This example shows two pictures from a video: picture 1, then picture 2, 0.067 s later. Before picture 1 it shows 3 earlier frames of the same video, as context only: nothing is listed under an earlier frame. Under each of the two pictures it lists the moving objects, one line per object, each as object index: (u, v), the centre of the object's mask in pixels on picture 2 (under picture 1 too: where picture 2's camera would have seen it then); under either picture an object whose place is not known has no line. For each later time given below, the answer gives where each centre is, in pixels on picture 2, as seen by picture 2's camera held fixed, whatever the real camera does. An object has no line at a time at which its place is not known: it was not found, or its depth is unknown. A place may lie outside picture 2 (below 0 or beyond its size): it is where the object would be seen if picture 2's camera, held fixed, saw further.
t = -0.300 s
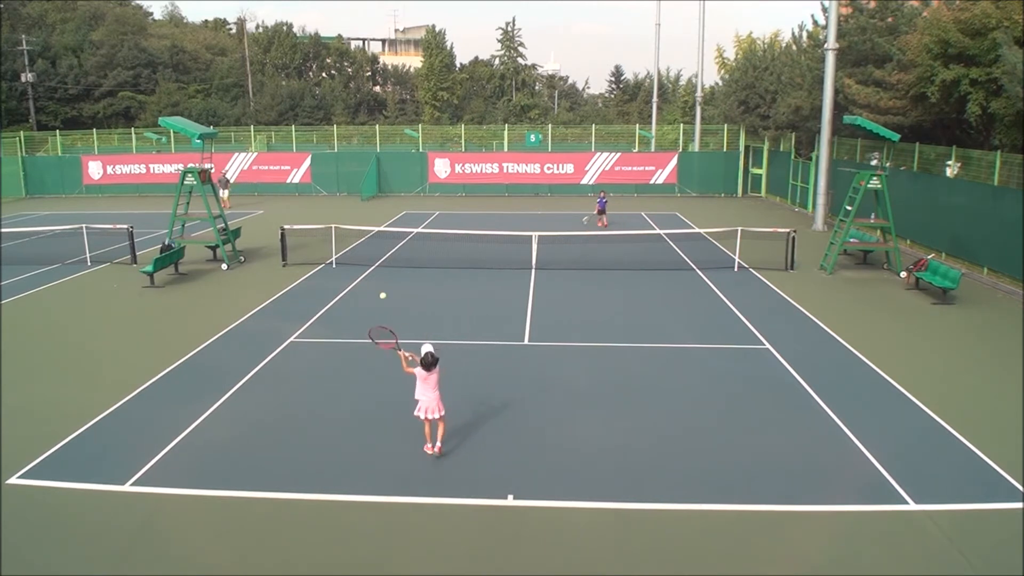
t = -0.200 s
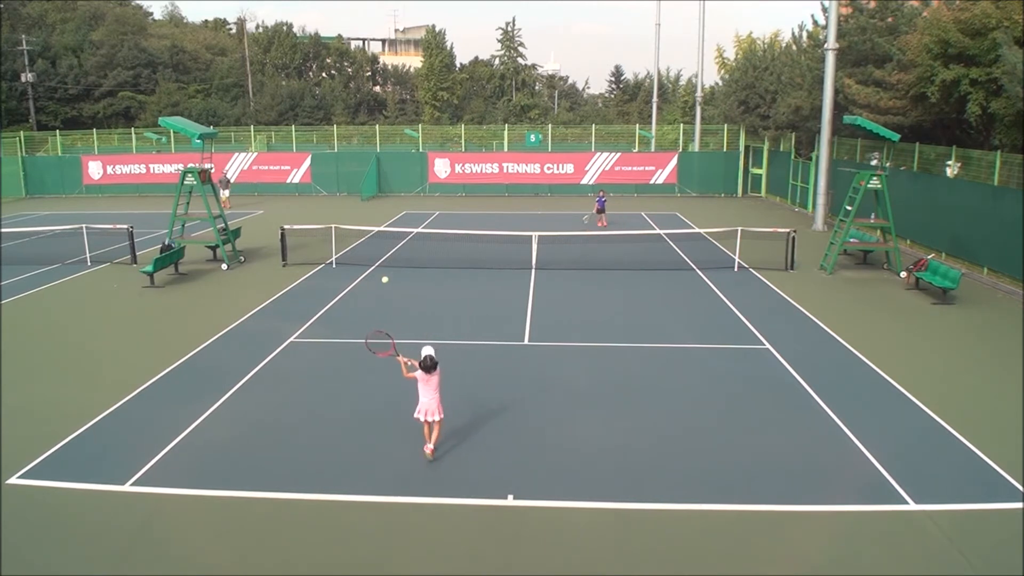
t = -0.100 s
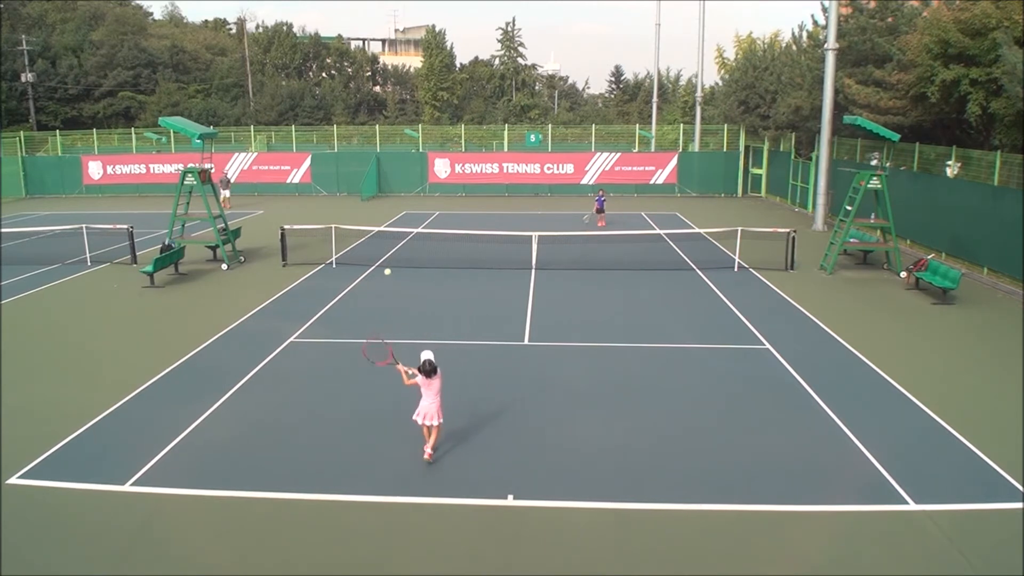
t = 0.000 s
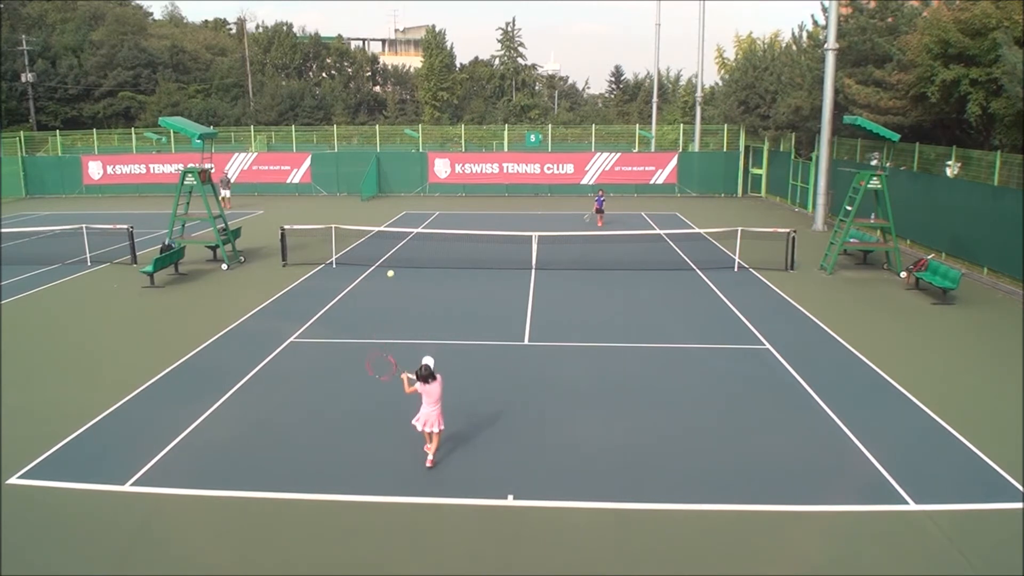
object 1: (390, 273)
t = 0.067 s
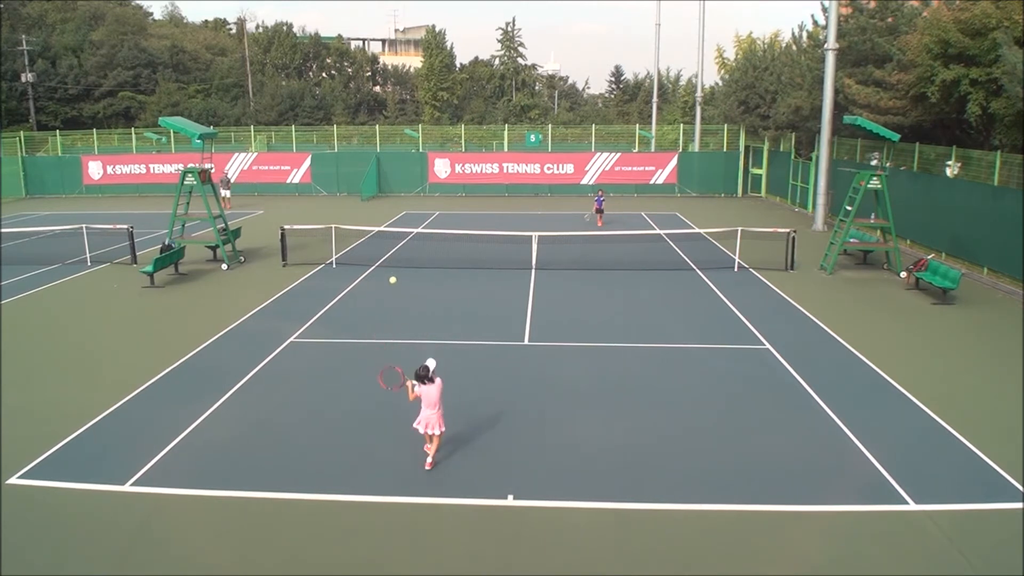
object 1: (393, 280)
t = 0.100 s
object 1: (394, 284)
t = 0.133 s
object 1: (395, 290)
